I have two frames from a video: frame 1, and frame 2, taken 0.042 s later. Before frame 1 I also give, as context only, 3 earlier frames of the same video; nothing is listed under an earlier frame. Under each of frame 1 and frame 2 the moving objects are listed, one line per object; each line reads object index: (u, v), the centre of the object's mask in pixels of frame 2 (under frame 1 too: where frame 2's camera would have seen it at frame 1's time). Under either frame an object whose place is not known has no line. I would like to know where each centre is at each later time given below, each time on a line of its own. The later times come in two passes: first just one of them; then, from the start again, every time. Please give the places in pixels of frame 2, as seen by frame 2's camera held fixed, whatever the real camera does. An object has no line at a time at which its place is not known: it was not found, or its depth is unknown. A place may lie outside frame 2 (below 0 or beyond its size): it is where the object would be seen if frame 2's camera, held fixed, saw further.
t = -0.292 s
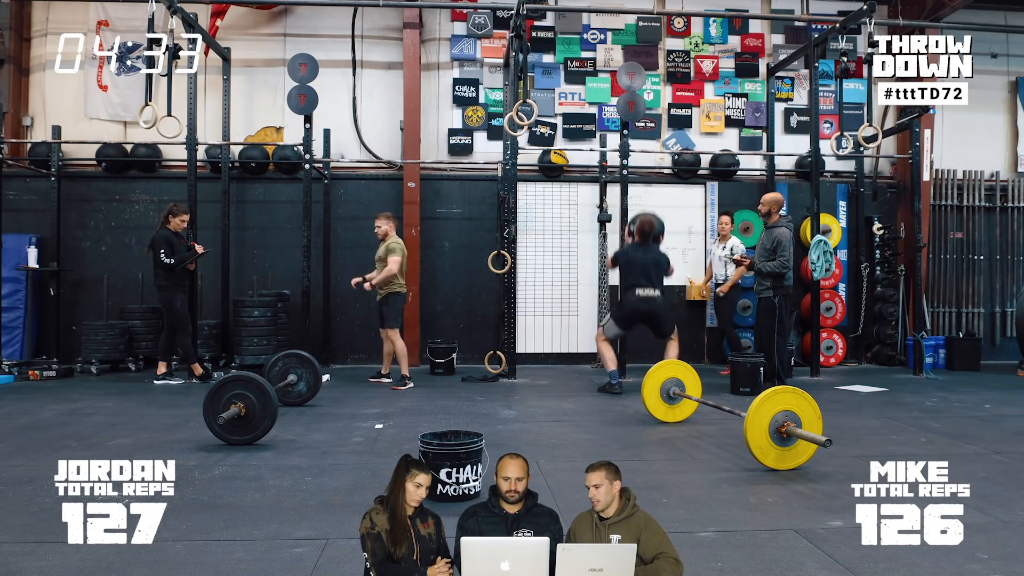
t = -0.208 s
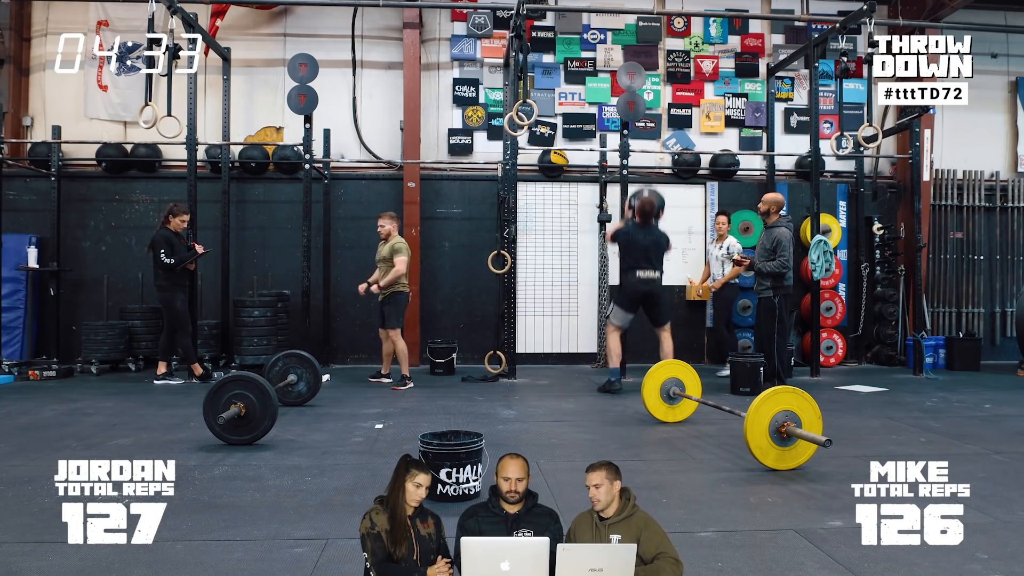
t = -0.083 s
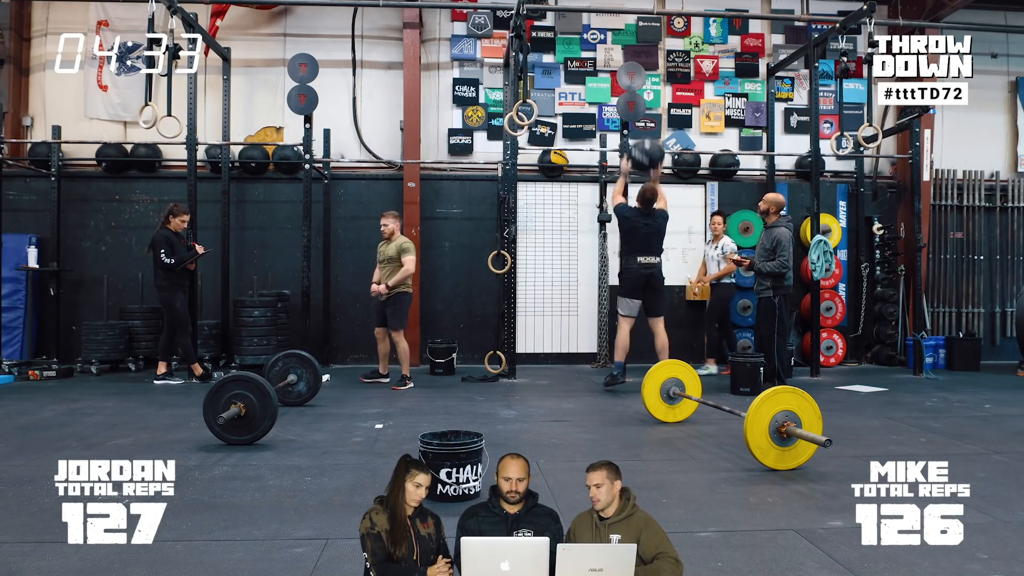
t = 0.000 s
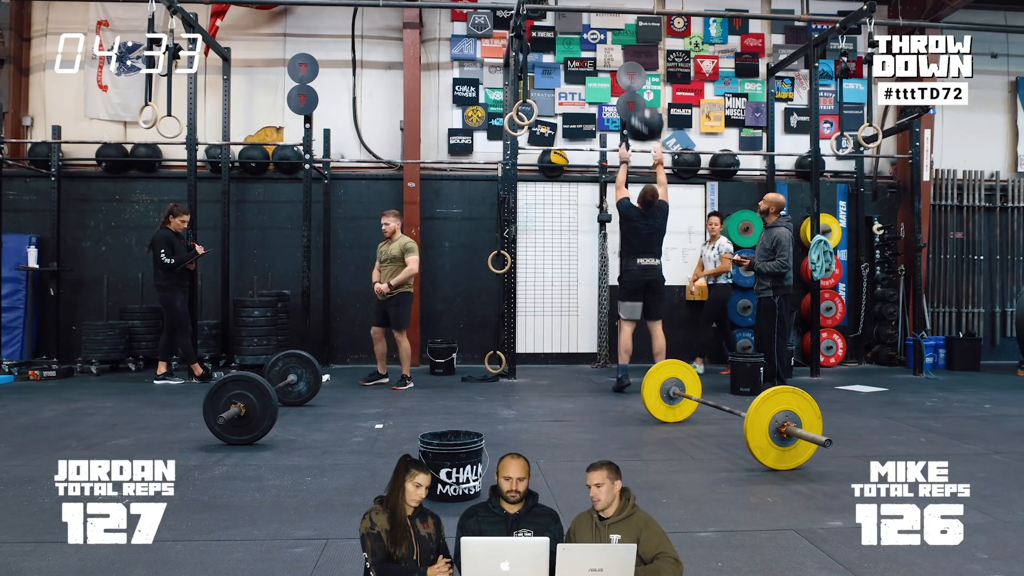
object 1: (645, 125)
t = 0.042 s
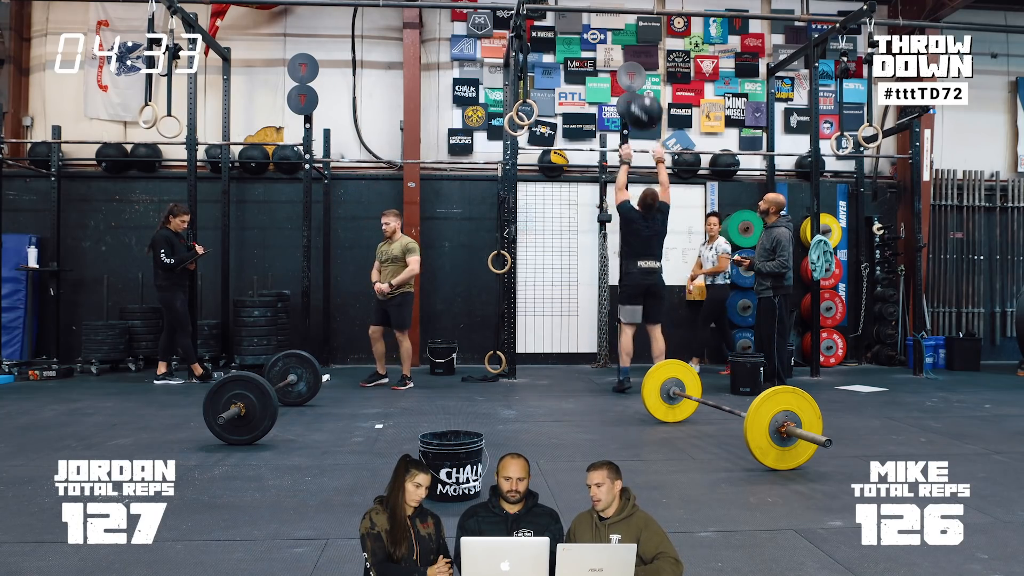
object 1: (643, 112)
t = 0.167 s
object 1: (641, 84)
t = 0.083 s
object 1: (643, 101)
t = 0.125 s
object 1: (642, 92)
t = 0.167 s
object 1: (641, 84)
